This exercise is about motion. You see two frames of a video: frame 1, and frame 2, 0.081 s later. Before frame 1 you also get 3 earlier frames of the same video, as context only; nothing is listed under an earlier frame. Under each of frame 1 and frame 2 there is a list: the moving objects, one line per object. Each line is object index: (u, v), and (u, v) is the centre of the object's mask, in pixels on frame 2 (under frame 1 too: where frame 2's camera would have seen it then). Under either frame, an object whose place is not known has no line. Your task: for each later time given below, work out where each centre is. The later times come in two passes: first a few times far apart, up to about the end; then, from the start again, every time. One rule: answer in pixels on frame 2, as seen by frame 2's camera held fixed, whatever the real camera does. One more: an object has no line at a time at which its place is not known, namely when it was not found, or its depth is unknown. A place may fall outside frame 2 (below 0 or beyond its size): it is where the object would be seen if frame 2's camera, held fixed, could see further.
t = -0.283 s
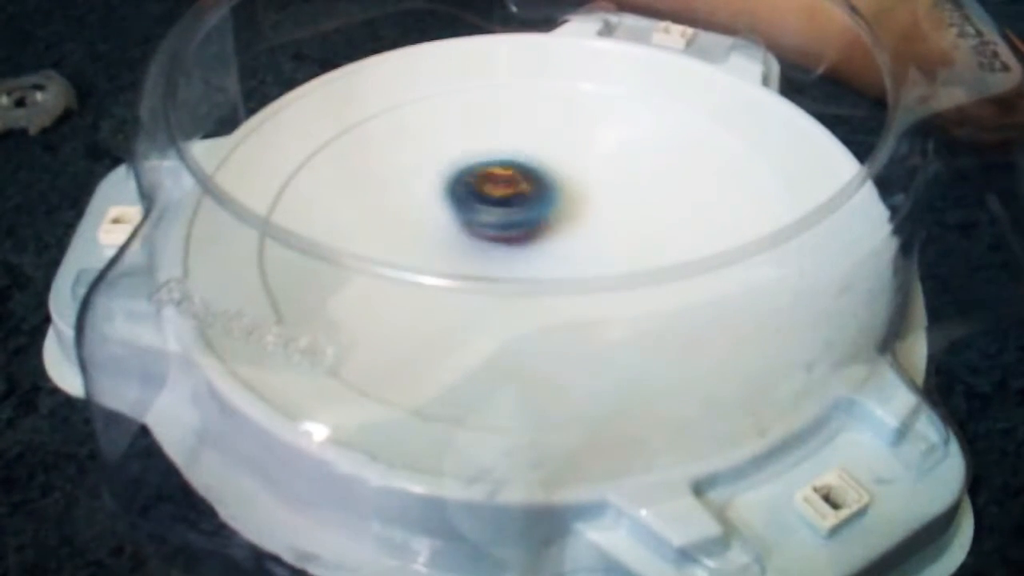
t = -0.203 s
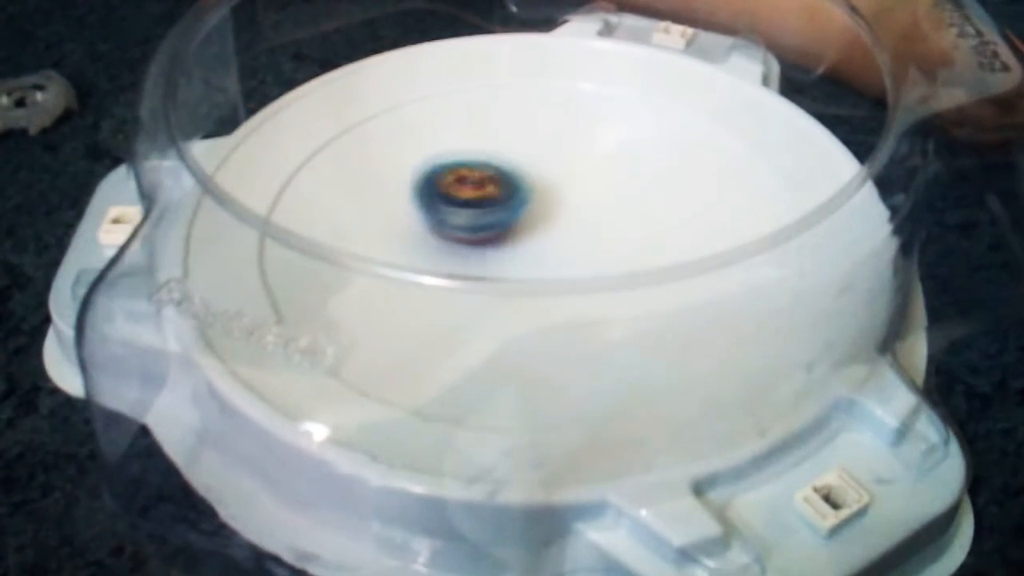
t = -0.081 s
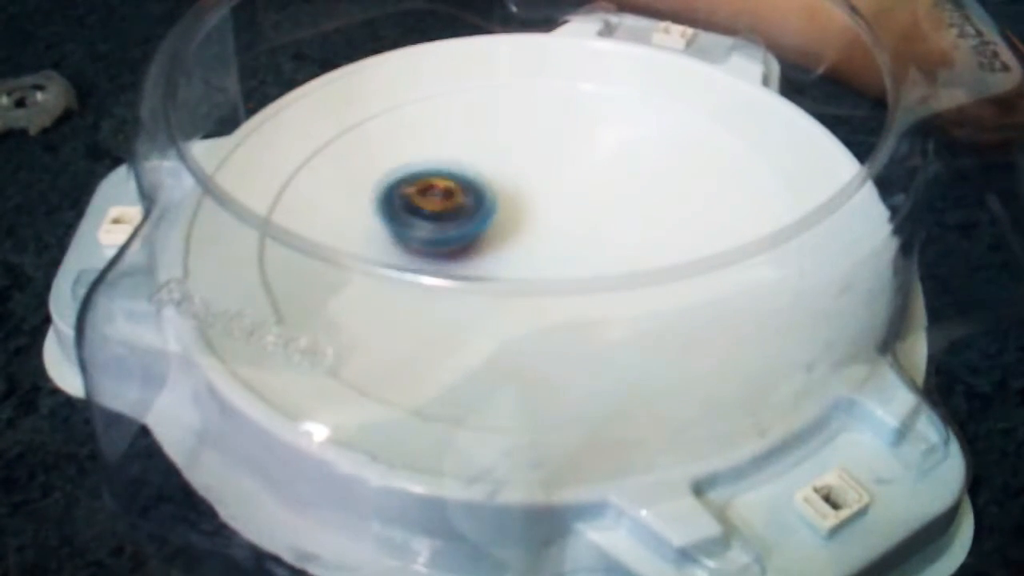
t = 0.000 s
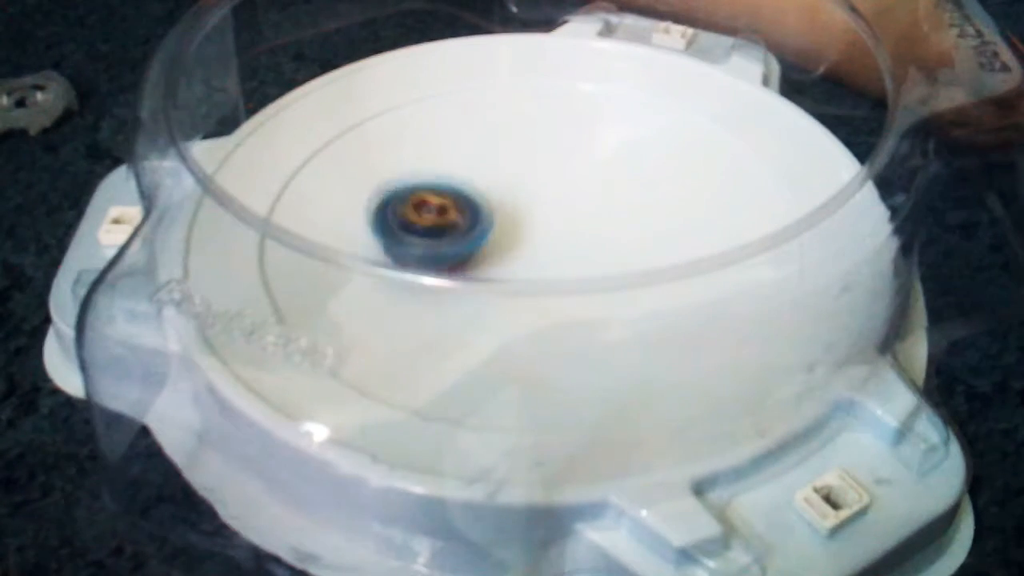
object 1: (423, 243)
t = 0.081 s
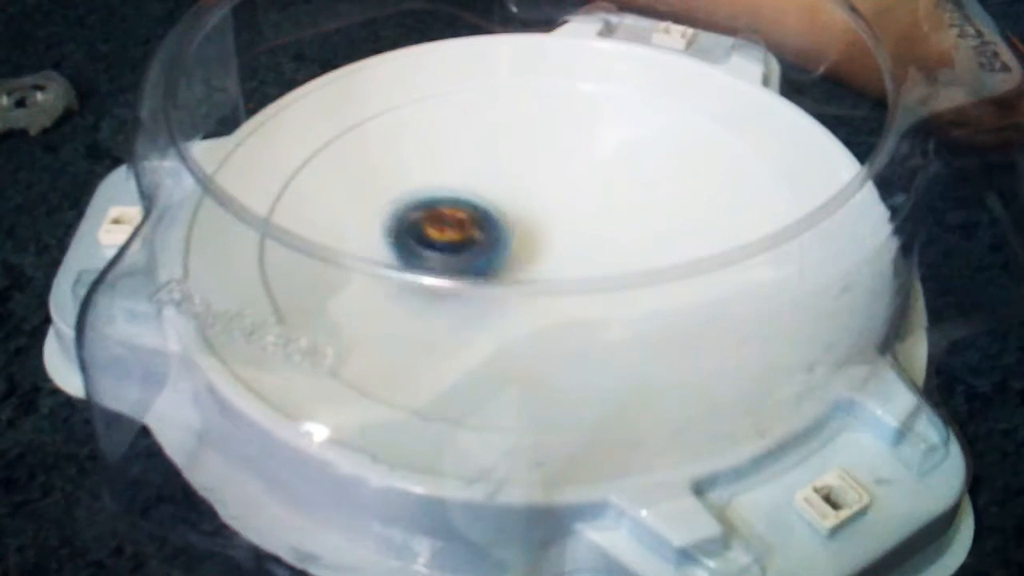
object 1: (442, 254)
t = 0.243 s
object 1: (514, 259)
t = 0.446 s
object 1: (575, 220)
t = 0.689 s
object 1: (568, 176)
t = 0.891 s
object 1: (516, 201)
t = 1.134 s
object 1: (518, 260)
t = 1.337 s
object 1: (563, 299)
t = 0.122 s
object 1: (460, 256)
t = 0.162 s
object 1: (479, 258)
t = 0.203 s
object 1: (494, 261)
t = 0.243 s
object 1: (514, 259)
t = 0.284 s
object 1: (531, 254)
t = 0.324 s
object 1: (545, 248)
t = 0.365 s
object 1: (559, 239)
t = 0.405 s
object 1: (569, 230)
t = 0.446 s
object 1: (575, 220)
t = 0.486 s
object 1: (580, 213)
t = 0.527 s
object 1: (582, 204)
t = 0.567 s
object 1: (583, 196)
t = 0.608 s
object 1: (582, 188)
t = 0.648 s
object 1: (577, 181)
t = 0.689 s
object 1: (568, 176)
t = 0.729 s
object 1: (557, 174)
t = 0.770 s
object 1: (545, 176)
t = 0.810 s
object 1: (533, 181)
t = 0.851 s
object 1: (524, 190)
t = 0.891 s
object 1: (516, 201)
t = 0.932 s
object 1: (512, 212)
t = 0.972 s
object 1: (508, 223)
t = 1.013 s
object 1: (509, 233)
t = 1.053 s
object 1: (510, 244)
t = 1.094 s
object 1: (513, 253)
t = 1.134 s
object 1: (518, 260)
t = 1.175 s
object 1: (527, 265)
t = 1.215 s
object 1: (533, 279)
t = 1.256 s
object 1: (539, 281)
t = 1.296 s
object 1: (553, 300)
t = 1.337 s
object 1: (563, 299)
